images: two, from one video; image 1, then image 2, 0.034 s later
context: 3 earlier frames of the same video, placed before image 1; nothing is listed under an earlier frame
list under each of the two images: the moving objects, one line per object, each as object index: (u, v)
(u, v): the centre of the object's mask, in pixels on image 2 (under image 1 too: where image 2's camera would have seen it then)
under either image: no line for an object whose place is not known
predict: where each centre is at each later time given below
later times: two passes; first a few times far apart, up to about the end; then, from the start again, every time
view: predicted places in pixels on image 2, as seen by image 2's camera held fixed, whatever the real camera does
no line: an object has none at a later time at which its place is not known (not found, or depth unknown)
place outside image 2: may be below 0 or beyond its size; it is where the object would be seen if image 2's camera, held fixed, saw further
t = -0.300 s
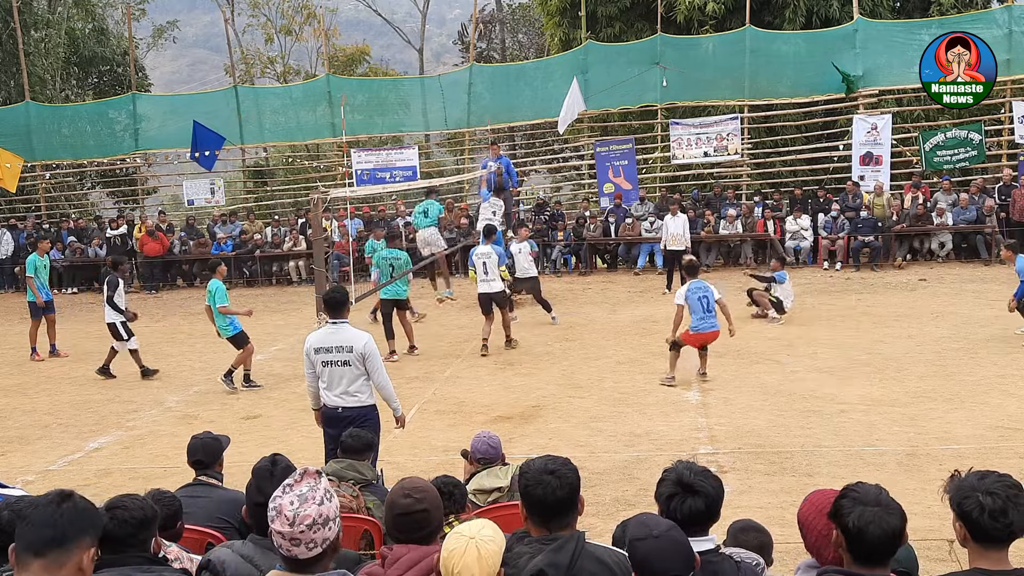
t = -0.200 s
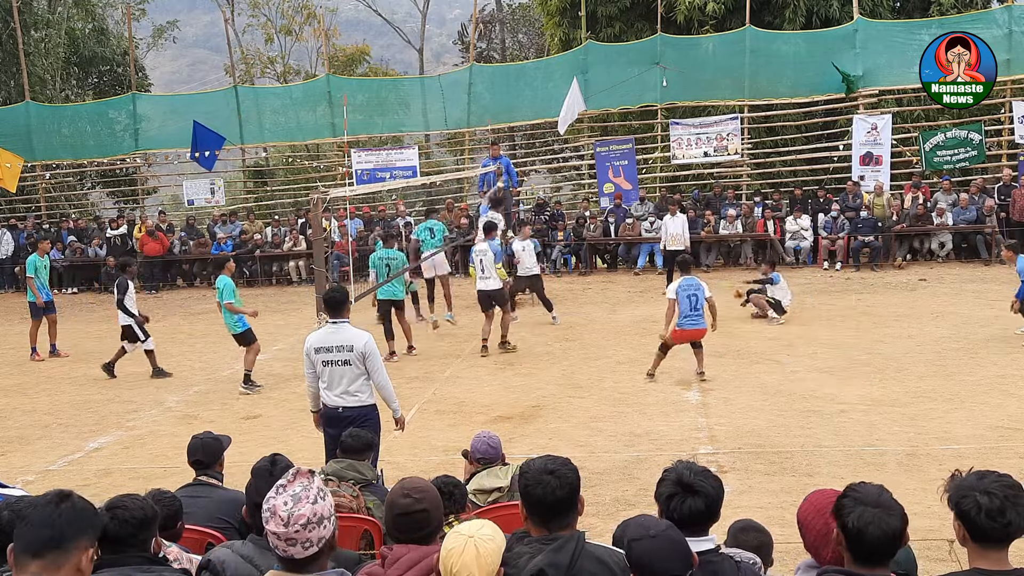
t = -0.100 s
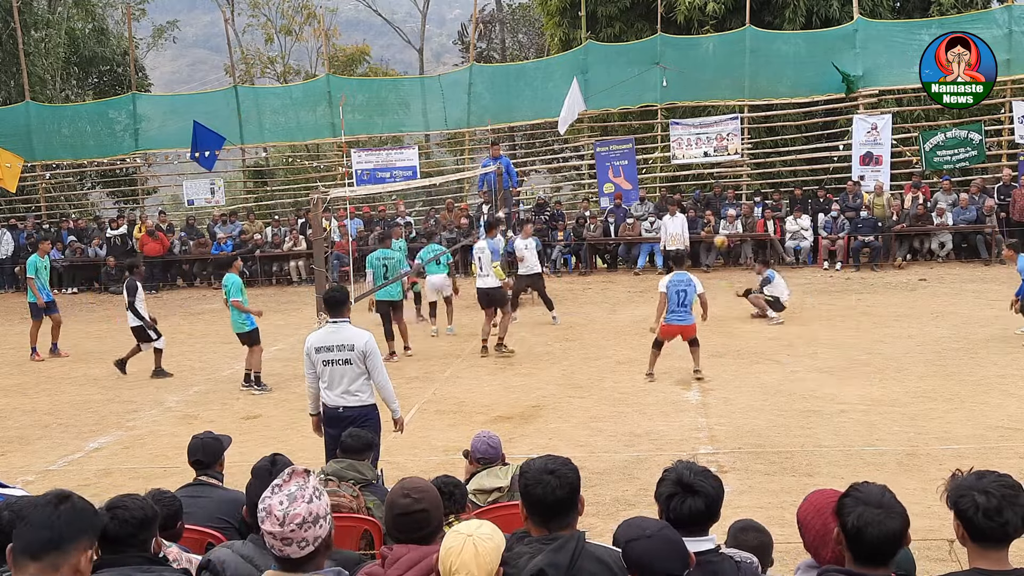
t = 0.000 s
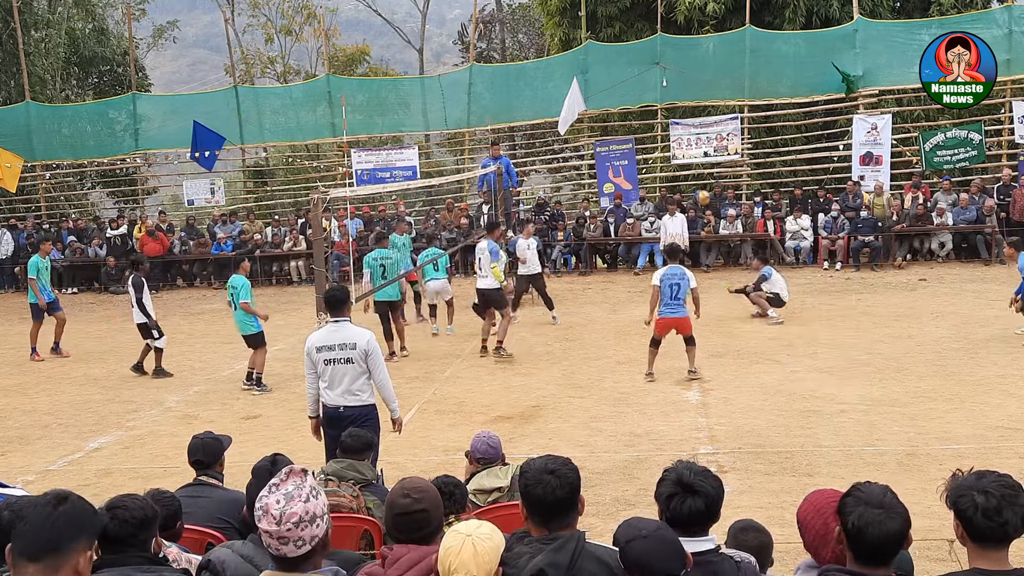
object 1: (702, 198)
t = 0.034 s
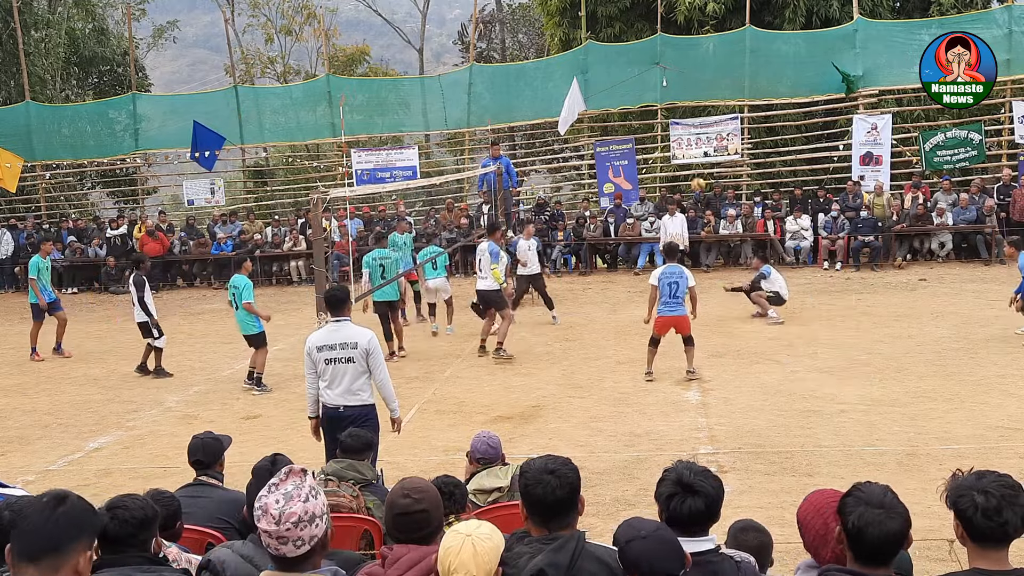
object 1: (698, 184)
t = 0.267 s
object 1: (663, 114)
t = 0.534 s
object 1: (628, 76)
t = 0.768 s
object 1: (601, 79)
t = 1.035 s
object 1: (574, 122)
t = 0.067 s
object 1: (692, 172)
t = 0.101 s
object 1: (688, 162)
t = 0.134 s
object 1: (682, 150)
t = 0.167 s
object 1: (677, 140)
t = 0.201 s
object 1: (670, 130)
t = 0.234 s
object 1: (667, 121)
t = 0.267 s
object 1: (663, 114)
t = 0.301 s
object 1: (658, 106)
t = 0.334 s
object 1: (654, 100)
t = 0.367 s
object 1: (650, 95)
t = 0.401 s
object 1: (645, 90)
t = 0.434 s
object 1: (641, 85)
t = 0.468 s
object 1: (637, 82)
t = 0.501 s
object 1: (633, 79)
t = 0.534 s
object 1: (628, 76)
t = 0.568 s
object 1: (625, 75)
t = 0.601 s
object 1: (620, 74)
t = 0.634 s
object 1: (617, 74)
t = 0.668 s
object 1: (613, 74)
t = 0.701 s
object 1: (609, 75)
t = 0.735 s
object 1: (605, 77)
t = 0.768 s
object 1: (601, 79)
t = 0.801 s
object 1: (598, 82)
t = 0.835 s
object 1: (594, 86)
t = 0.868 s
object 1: (591, 91)
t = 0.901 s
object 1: (587, 96)
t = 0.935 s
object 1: (583, 102)
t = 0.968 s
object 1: (581, 107)
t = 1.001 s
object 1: (576, 115)
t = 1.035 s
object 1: (574, 122)
